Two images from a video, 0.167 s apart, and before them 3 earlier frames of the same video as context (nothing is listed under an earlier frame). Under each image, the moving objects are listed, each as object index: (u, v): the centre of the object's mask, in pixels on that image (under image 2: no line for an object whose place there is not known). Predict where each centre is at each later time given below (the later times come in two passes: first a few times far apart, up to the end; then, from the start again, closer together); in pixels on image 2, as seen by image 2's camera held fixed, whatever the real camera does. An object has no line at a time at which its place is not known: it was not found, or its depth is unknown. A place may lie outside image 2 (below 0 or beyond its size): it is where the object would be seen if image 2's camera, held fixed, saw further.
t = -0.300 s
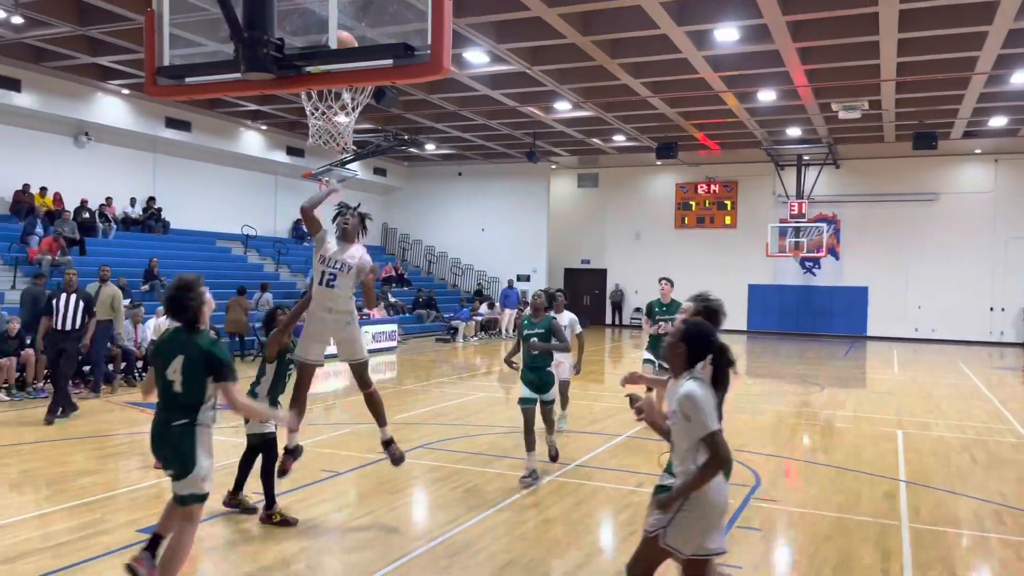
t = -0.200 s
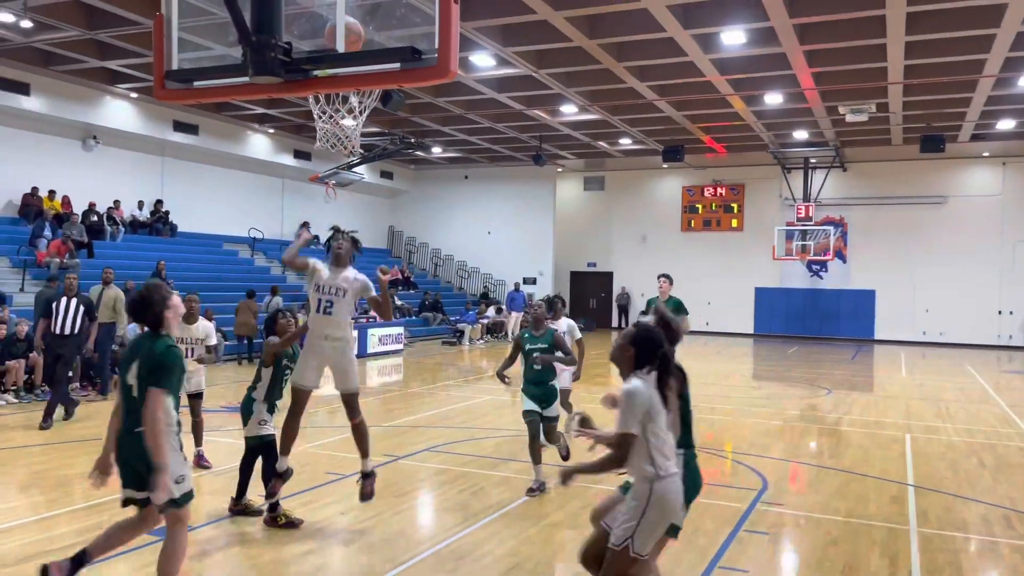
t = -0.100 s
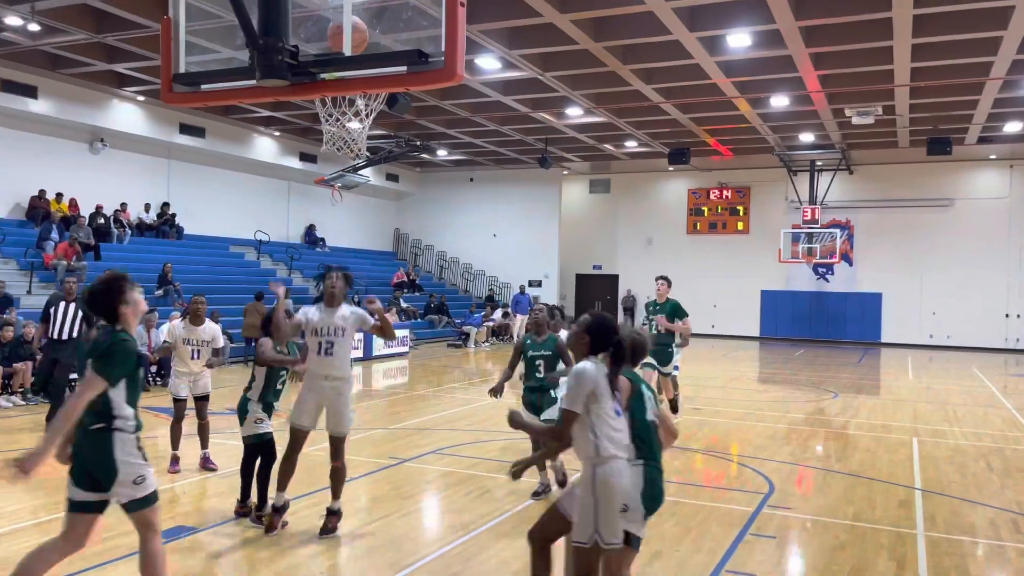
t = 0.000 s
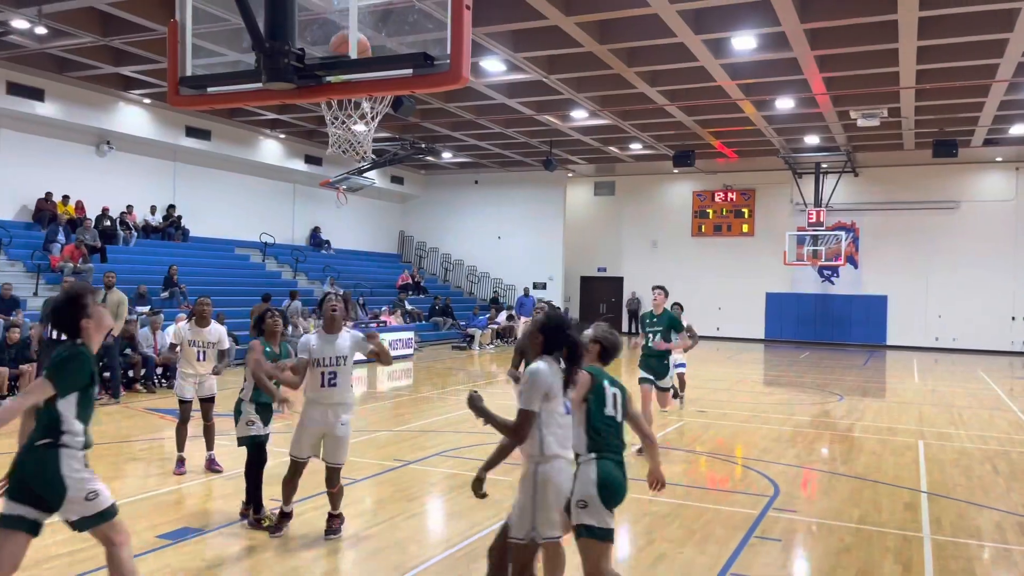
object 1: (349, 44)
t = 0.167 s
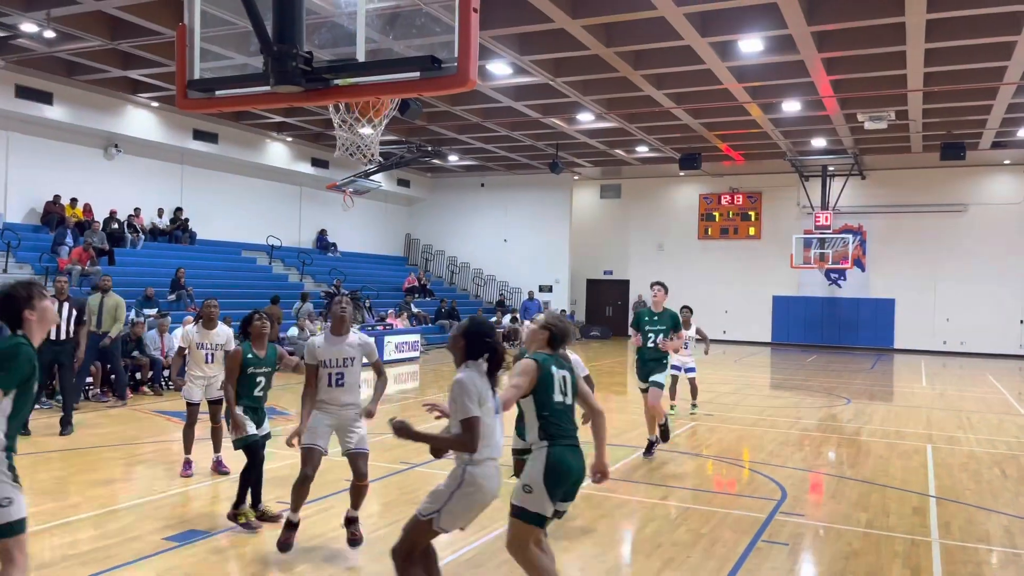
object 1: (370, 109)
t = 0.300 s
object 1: (353, 131)
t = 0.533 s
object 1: (336, 202)
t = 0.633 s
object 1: (328, 263)
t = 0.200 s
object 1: (366, 112)
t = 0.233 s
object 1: (363, 114)
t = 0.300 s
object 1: (353, 131)
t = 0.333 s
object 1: (351, 136)
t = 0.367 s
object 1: (348, 141)
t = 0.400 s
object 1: (346, 150)
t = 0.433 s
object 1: (343, 159)
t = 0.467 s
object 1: (341, 171)
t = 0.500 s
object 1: (338, 185)
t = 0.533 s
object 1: (336, 202)
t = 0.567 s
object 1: (333, 220)
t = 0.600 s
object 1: (331, 240)
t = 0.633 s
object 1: (328, 263)
